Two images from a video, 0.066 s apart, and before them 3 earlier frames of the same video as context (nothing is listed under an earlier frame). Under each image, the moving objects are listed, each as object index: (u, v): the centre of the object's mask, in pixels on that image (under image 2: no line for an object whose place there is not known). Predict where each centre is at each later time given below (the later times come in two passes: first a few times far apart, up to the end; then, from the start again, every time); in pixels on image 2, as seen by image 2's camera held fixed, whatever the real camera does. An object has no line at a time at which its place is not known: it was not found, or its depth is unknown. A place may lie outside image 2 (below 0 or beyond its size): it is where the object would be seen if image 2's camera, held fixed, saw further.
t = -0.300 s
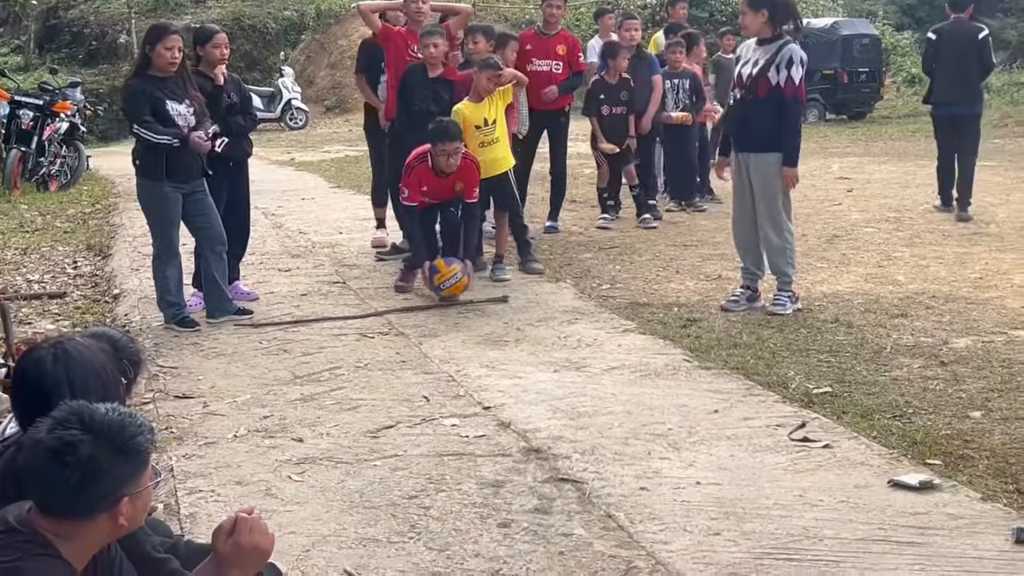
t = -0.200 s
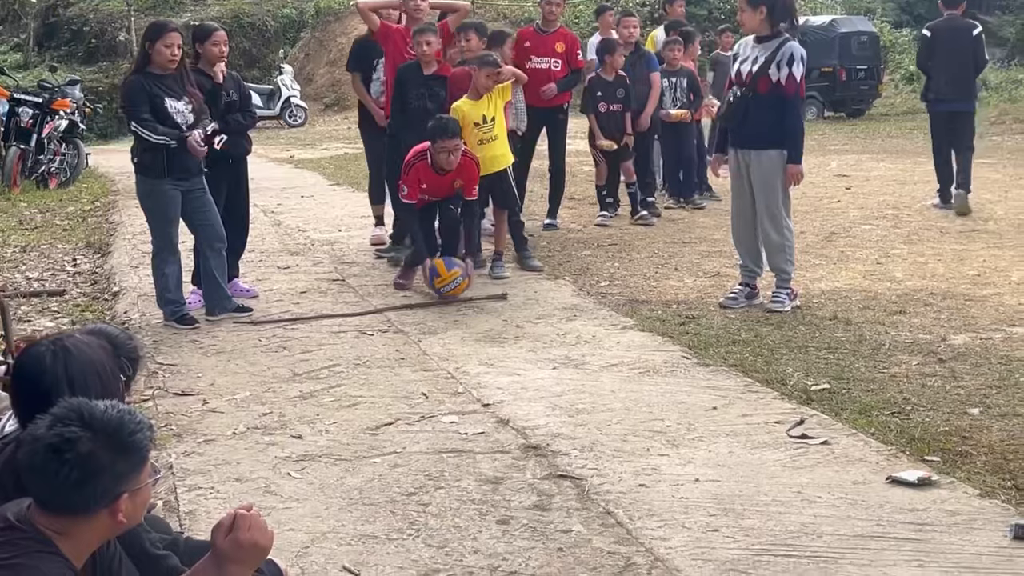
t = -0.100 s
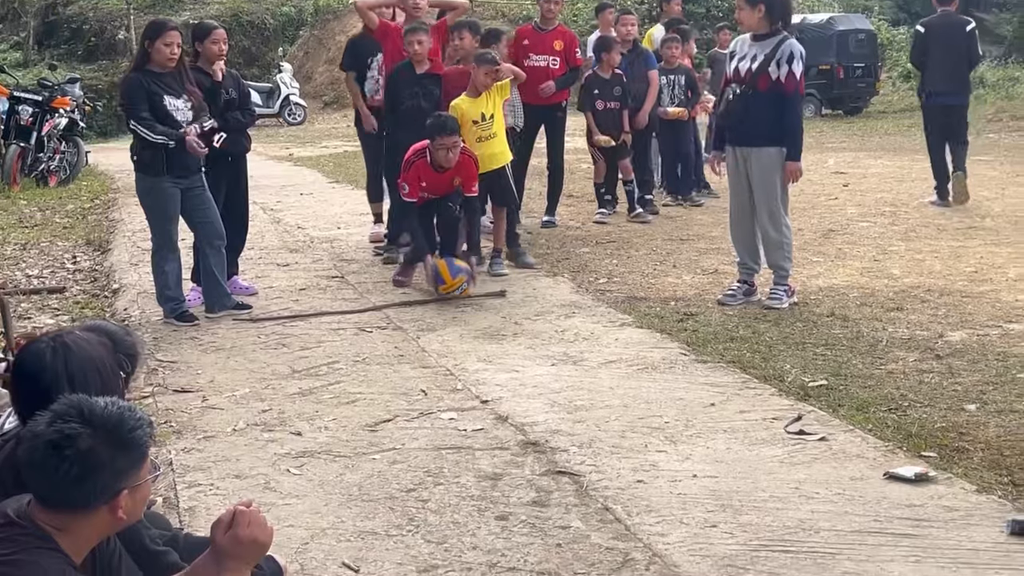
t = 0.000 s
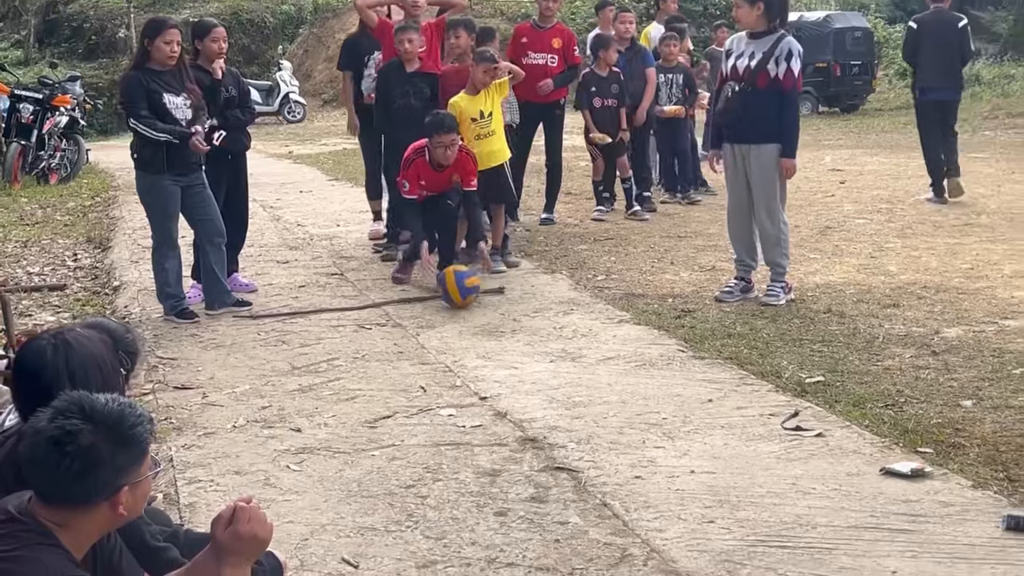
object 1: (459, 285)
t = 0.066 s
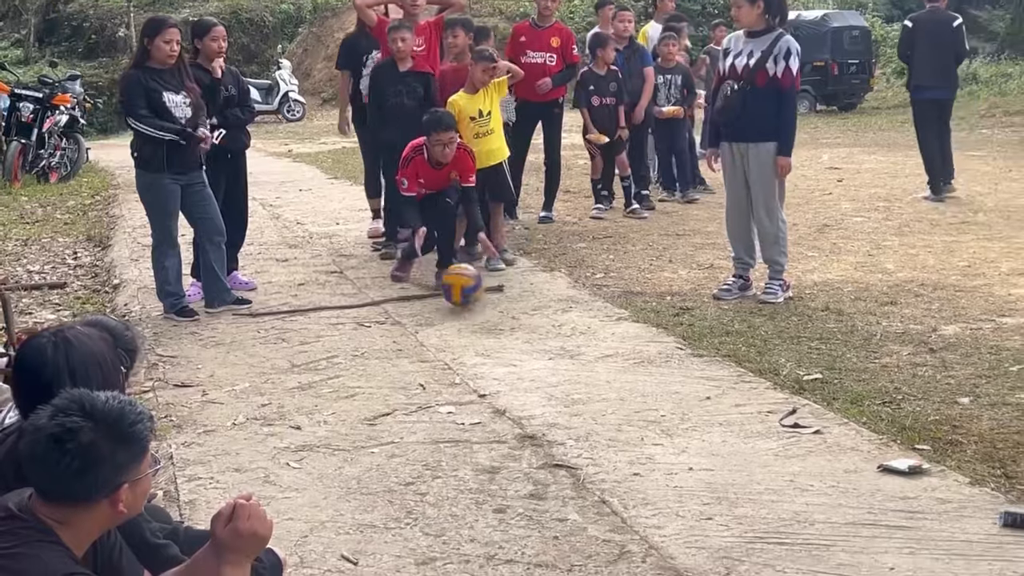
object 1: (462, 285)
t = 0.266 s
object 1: (472, 295)
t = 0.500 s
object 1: (486, 302)
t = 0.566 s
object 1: (490, 304)
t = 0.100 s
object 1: (464, 287)
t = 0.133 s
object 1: (466, 291)
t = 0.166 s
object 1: (468, 290)
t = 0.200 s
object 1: (469, 289)
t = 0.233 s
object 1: (470, 292)
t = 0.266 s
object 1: (472, 295)
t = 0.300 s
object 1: (474, 294)
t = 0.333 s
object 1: (476, 295)
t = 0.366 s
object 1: (479, 299)
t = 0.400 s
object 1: (480, 298)
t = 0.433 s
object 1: (482, 298)
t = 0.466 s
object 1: (484, 301)
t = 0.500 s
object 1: (486, 302)
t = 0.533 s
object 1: (488, 302)
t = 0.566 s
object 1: (490, 304)
